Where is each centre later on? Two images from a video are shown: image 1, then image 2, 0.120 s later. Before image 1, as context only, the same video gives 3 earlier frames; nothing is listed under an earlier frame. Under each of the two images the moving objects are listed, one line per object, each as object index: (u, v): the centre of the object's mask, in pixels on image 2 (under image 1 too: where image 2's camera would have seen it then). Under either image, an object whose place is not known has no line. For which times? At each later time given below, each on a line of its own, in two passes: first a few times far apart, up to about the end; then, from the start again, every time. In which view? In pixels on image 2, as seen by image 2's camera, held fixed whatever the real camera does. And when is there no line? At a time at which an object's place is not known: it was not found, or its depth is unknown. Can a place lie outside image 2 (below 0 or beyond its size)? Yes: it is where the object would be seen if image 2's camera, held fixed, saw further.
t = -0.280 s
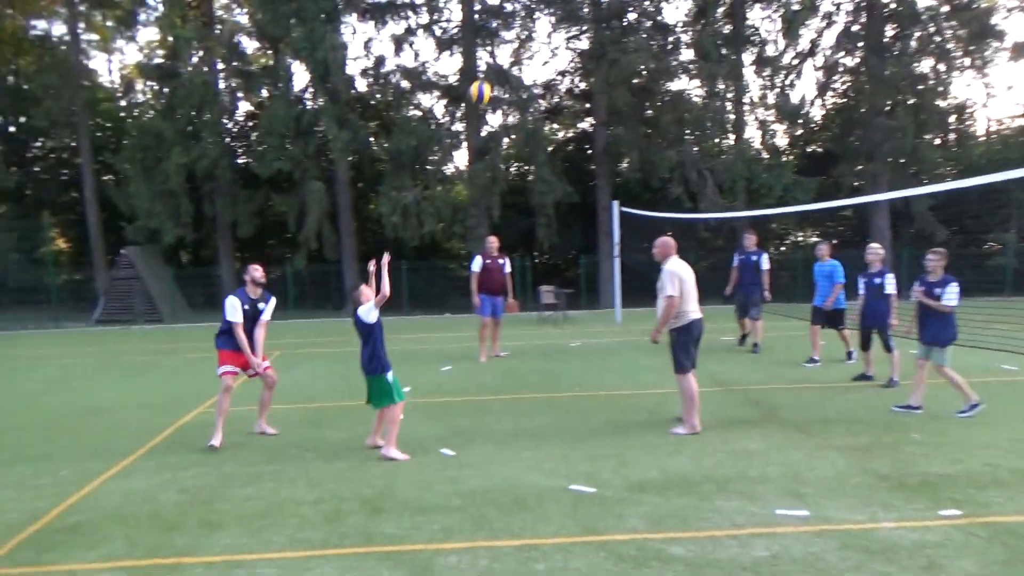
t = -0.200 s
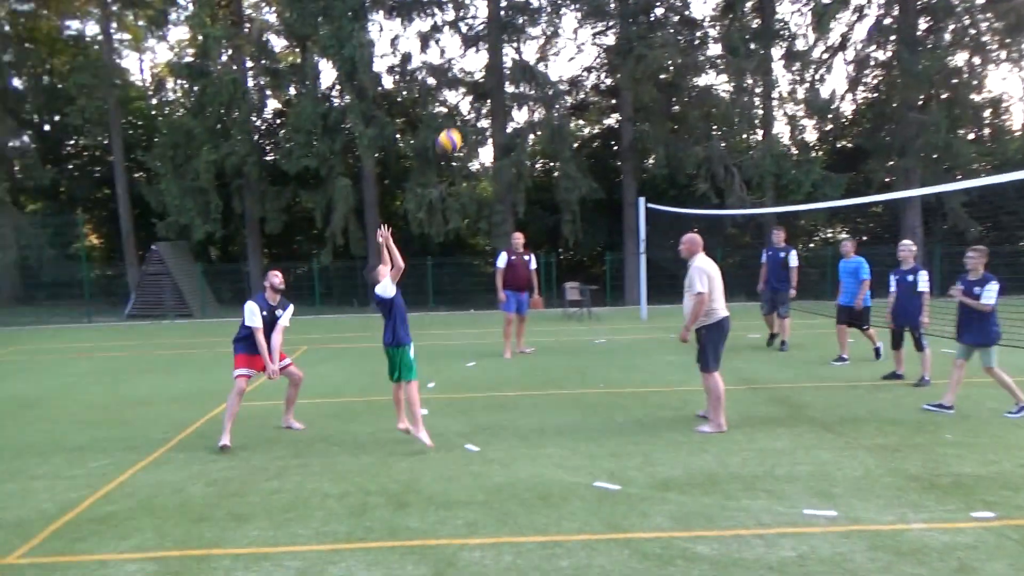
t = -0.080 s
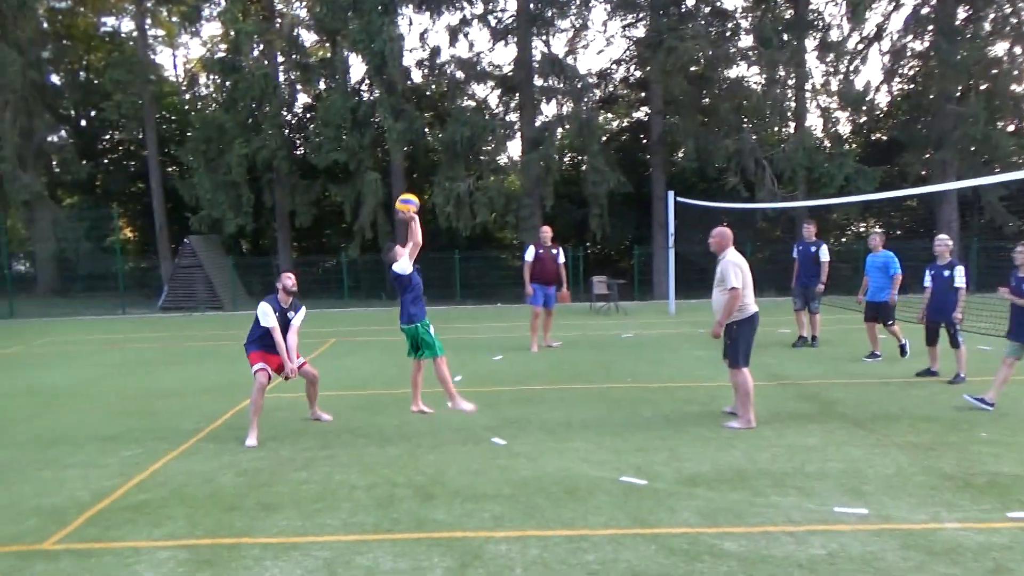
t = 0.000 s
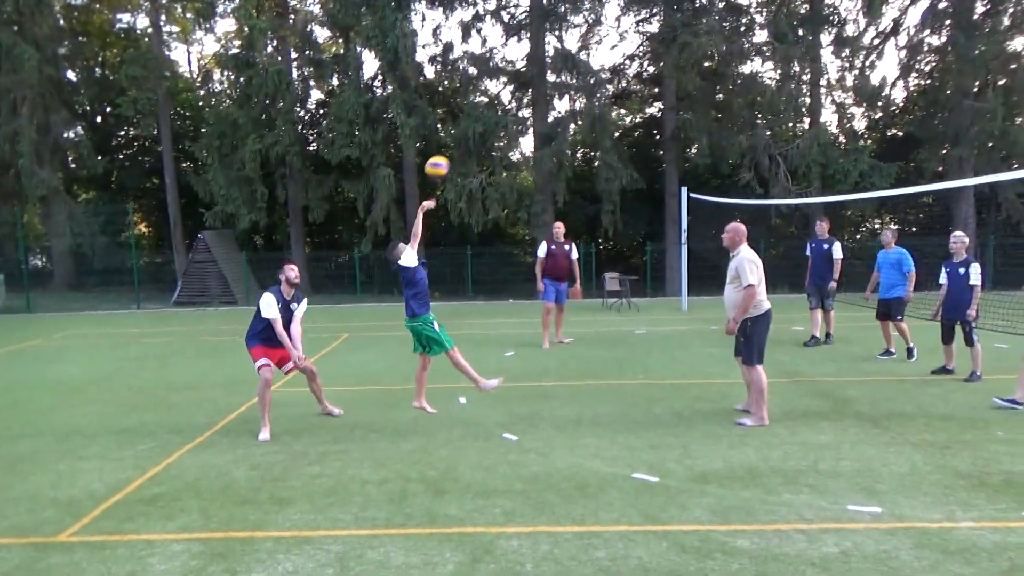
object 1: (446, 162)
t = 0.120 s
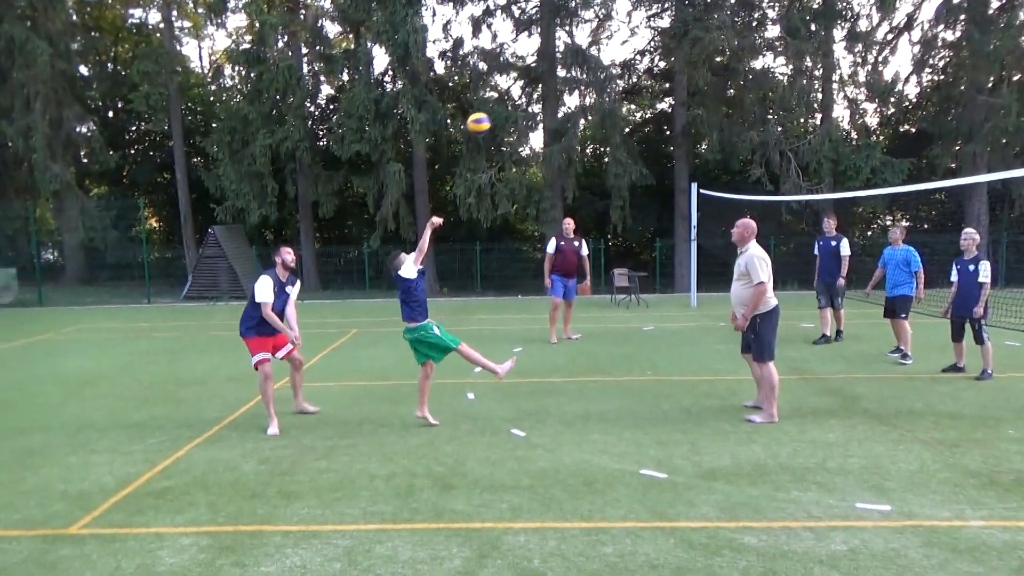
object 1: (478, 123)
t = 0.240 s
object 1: (509, 101)
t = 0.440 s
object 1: (556, 99)
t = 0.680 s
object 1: (608, 149)
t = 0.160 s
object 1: (489, 113)
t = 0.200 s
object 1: (499, 106)
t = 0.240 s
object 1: (509, 101)
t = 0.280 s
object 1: (519, 97)
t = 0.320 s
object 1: (530, 95)
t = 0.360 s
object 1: (539, 95)
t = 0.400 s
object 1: (548, 96)
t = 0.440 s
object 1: (556, 99)
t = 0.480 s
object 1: (566, 104)
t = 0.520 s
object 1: (575, 110)
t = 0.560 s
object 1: (583, 117)
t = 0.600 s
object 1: (592, 127)
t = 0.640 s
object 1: (600, 137)
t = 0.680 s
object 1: (608, 149)
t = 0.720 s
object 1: (616, 162)
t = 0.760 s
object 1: (623, 177)
